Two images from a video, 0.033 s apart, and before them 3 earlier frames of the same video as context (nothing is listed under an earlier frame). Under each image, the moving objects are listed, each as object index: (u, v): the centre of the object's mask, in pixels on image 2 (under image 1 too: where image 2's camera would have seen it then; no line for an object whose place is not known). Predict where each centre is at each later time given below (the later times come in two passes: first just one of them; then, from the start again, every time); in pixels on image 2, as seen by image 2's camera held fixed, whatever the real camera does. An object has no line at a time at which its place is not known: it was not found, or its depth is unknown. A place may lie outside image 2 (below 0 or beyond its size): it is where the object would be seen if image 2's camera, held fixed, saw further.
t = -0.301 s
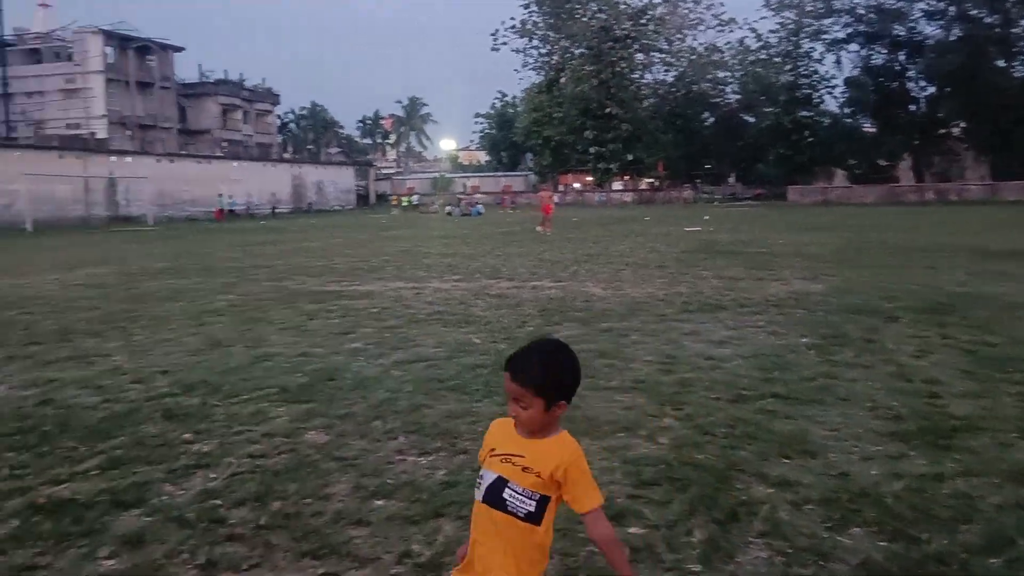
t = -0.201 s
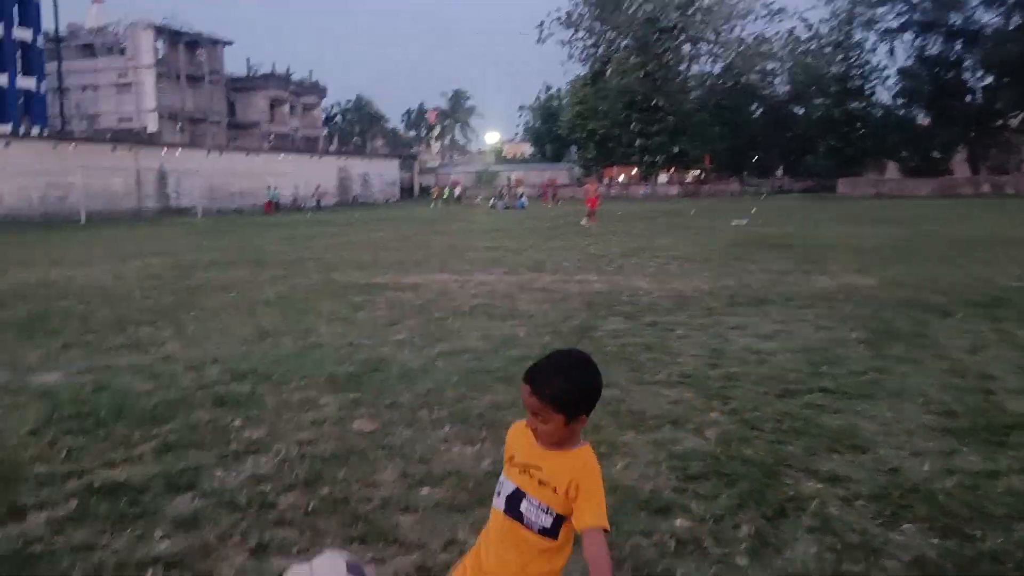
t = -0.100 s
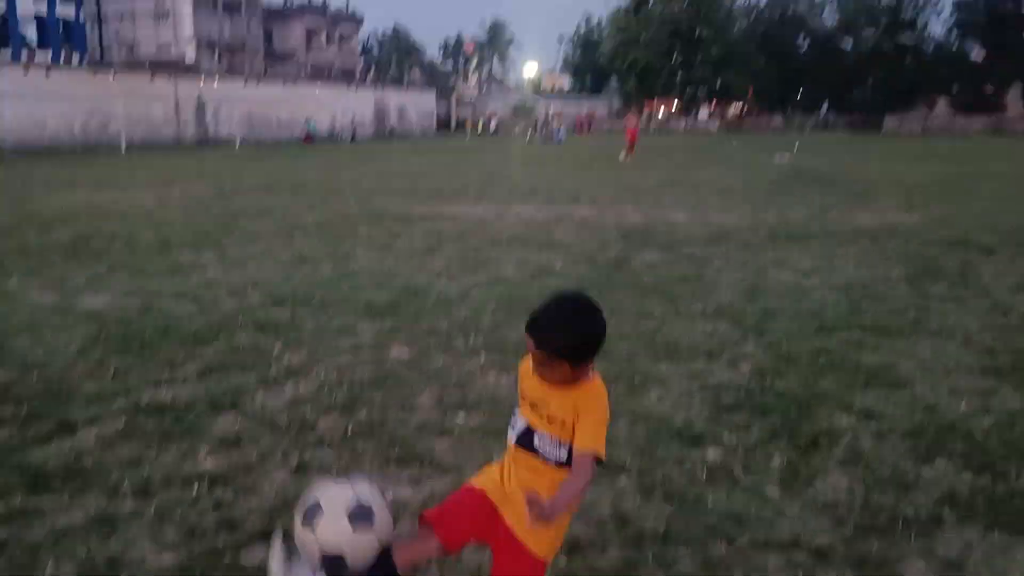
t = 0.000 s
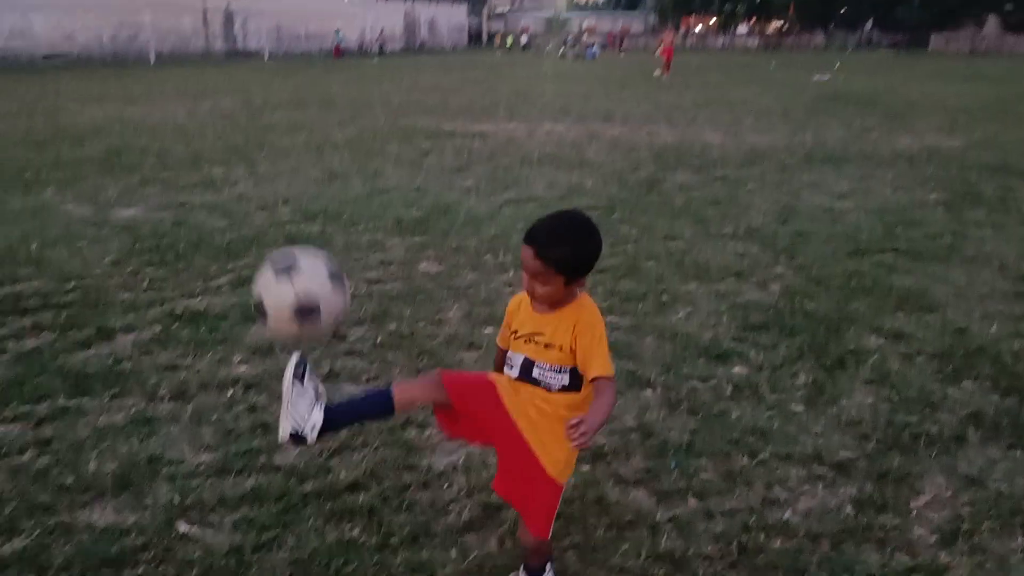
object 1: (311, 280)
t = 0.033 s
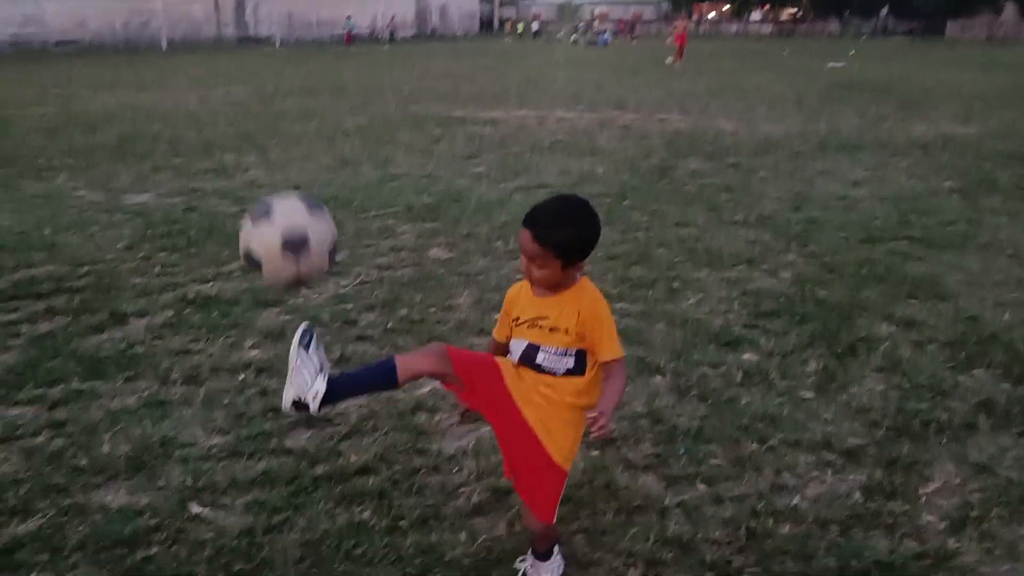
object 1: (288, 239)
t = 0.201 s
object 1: (171, 106)
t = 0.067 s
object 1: (265, 203)
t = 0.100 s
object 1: (240, 171)
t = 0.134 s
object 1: (217, 145)
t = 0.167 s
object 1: (194, 122)
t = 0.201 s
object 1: (171, 106)
